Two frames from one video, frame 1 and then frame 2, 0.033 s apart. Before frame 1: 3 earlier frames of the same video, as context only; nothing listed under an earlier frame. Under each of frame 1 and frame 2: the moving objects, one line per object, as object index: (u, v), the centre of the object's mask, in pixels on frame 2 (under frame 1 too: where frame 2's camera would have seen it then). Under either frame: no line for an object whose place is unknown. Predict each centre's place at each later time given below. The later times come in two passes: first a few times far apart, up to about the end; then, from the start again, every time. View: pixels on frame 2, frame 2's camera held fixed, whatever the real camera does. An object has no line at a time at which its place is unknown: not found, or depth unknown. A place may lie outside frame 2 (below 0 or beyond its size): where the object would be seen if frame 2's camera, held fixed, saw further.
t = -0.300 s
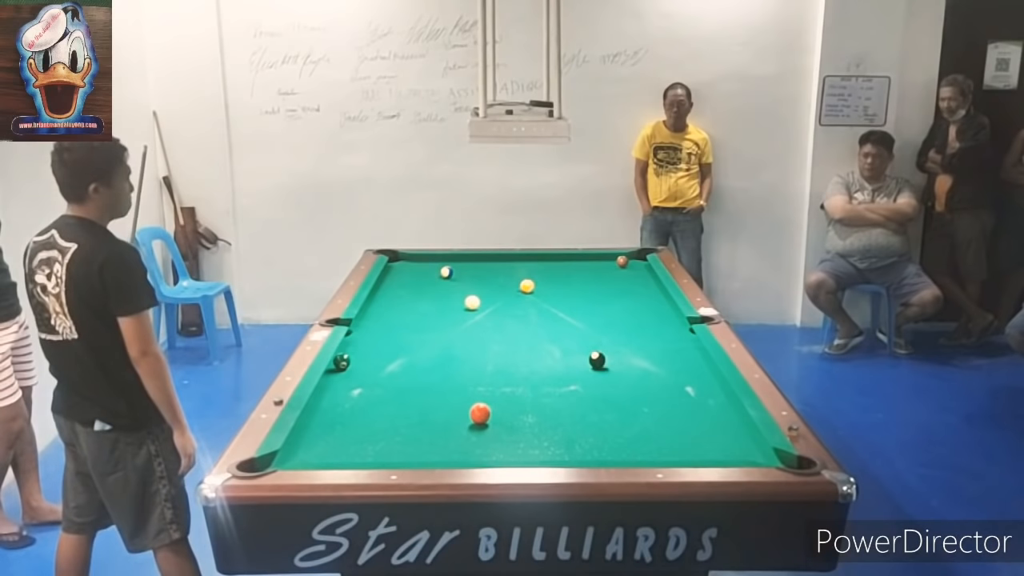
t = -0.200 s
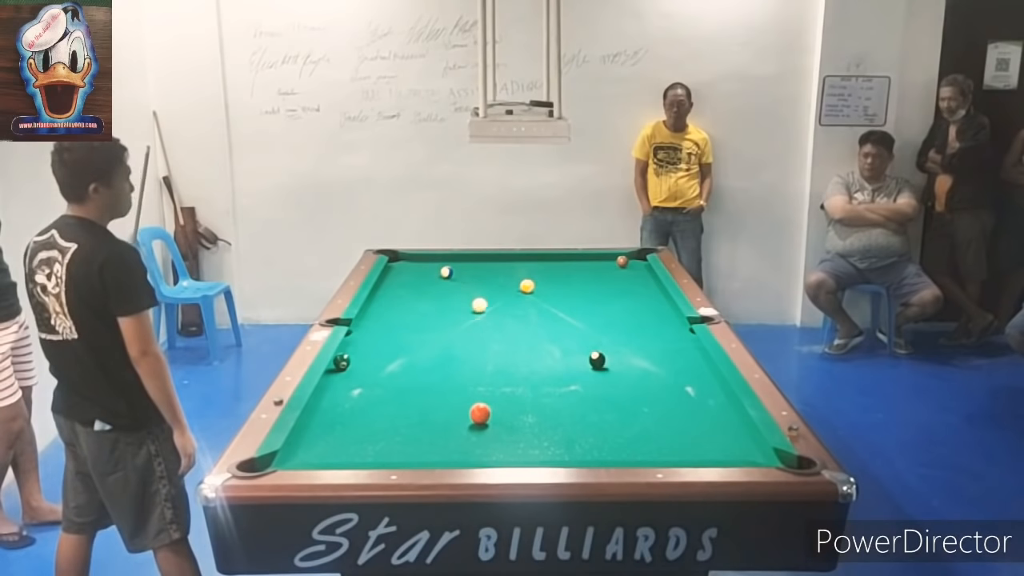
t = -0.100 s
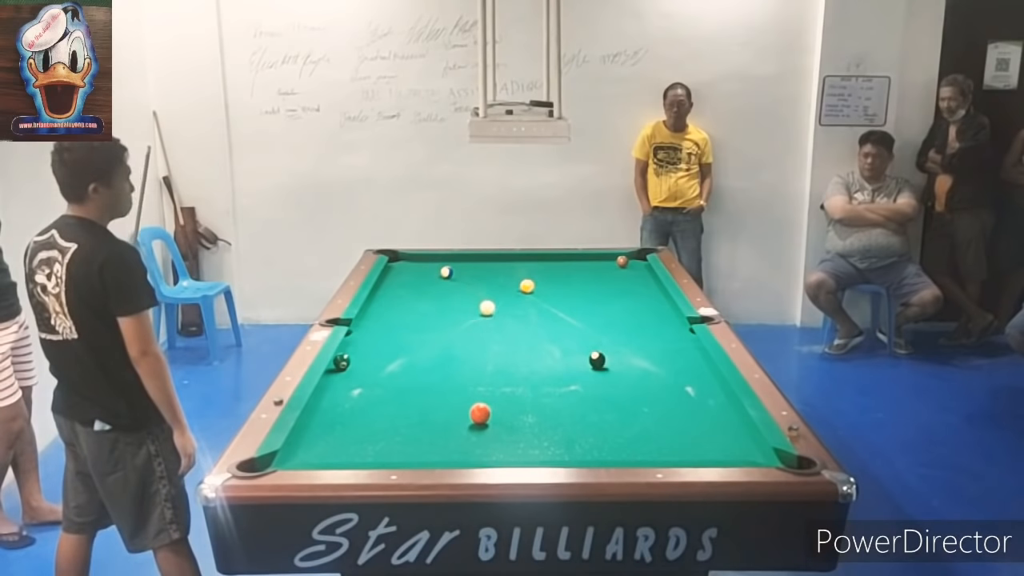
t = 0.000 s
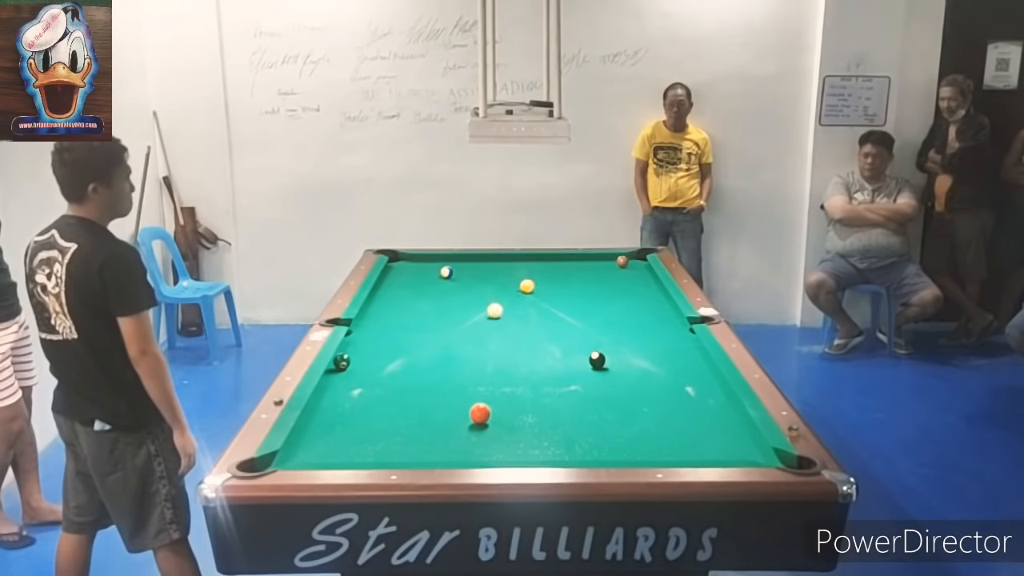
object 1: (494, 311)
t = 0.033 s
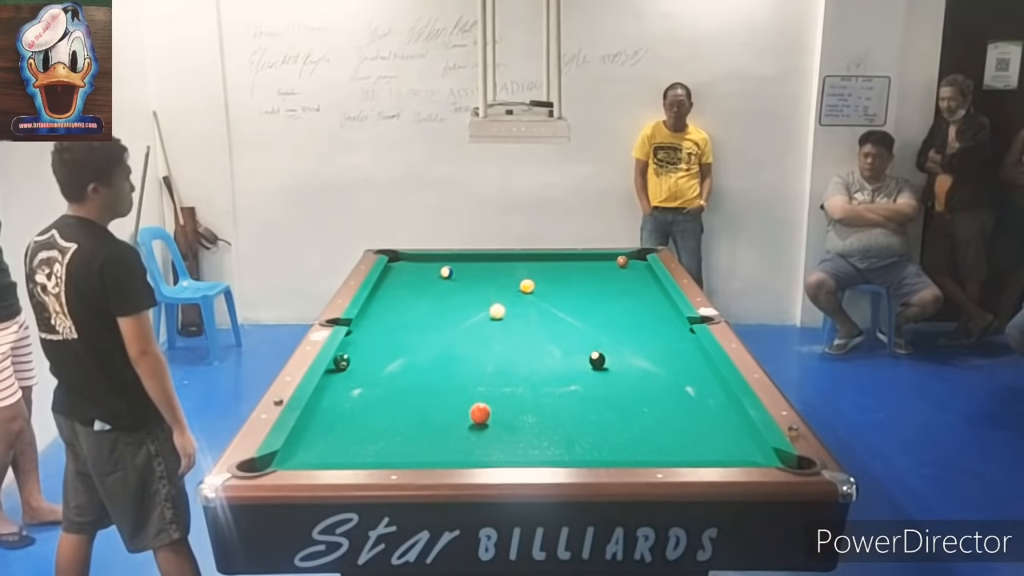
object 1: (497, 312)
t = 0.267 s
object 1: (515, 318)
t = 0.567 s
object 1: (538, 326)
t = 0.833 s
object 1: (559, 334)
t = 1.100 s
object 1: (579, 341)
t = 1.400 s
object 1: (605, 348)
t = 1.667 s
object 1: (625, 357)
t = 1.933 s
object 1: (645, 364)
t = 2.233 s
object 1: (668, 373)
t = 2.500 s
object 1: (687, 380)
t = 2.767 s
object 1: (706, 387)
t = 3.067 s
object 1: (724, 394)
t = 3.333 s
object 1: (720, 398)
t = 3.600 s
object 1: (716, 403)
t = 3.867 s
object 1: (713, 407)
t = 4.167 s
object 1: (710, 410)
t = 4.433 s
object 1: (708, 413)
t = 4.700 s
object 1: (707, 414)
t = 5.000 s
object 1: (705, 416)
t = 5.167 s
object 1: (706, 416)
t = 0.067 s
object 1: (499, 313)
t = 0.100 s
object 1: (502, 313)
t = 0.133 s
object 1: (504, 315)
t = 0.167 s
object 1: (507, 316)
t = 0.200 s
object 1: (510, 316)
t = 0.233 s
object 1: (512, 317)
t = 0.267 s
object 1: (515, 318)
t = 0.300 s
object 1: (517, 319)
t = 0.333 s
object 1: (520, 320)
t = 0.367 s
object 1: (522, 321)
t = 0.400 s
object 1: (525, 322)
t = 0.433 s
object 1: (528, 323)
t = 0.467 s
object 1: (530, 324)
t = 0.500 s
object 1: (533, 325)
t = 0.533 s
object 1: (535, 325)
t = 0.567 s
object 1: (538, 326)
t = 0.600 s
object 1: (540, 327)
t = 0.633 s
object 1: (543, 328)
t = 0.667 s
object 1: (546, 329)
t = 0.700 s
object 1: (548, 330)
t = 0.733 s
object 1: (551, 331)
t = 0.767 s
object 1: (554, 332)
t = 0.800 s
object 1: (556, 333)
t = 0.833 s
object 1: (559, 334)
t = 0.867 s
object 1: (561, 335)
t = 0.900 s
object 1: (564, 336)
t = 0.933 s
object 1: (566, 337)
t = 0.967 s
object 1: (569, 337)
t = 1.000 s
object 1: (572, 338)
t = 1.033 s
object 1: (574, 339)
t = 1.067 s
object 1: (577, 340)
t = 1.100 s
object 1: (579, 341)
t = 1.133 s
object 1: (582, 342)
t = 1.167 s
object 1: (585, 343)
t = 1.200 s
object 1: (587, 343)
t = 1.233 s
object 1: (590, 344)
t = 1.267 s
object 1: (592, 344)
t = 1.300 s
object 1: (595, 345)
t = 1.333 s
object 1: (598, 346)
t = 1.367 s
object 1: (602, 347)
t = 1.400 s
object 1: (605, 348)
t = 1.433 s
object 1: (607, 350)
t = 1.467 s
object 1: (610, 351)
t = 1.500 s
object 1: (612, 352)
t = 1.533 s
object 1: (614, 353)
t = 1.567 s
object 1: (617, 354)
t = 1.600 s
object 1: (620, 355)
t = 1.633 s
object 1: (622, 356)
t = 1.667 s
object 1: (625, 357)
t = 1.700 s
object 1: (627, 358)
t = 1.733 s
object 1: (630, 359)
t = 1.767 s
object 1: (633, 360)
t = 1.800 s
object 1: (635, 361)
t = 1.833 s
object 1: (638, 362)
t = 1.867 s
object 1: (640, 363)
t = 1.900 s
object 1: (643, 364)
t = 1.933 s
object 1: (645, 364)
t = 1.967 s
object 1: (648, 365)
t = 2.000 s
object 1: (650, 366)
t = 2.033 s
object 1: (653, 367)
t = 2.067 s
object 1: (656, 368)
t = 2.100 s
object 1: (658, 369)
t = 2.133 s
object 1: (661, 370)
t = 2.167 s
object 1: (663, 371)
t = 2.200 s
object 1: (665, 372)
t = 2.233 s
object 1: (668, 373)
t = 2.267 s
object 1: (670, 374)
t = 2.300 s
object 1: (673, 374)
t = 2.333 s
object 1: (675, 375)
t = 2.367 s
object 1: (678, 376)
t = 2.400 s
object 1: (680, 377)
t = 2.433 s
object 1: (683, 378)
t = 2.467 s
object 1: (685, 379)
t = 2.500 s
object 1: (687, 380)
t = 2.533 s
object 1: (690, 381)
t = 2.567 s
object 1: (692, 382)
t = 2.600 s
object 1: (695, 383)
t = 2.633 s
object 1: (697, 383)
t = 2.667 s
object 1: (699, 384)
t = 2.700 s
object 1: (702, 385)
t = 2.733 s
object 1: (704, 386)
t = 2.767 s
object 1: (706, 387)
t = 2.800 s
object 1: (709, 388)
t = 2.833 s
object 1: (711, 388)
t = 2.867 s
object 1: (713, 389)
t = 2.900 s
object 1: (716, 390)
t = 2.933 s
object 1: (718, 391)
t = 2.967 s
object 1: (720, 392)
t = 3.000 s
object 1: (723, 393)
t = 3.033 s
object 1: (724, 393)
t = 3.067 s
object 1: (724, 394)
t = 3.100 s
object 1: (724, 394)
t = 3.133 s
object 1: (723, 395)
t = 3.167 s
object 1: (723, 395)
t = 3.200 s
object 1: (722, 396)
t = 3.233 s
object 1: (721, 397)
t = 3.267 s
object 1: (721, 397)
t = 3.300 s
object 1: (720, 398)
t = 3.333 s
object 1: (720, 398)
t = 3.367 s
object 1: (720, 399)
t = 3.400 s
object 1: (719, 399)
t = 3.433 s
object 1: (718, 400)
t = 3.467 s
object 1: (718, 400)
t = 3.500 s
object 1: (717, 401)
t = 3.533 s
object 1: (717, 402)
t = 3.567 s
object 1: (717, 402)
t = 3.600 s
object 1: (716, 403)
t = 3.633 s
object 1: (716, 403)
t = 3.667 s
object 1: (715, 404)
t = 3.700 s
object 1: (715, 404)
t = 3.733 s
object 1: (715, 404)
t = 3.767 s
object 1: (714, 405)
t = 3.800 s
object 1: (714, 406)
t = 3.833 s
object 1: (713, 406)
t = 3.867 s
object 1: (713, 407)
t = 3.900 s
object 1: (713, 407)
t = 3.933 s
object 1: (712, 407)
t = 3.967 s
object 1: (712, 408)
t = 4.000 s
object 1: (711, 408)
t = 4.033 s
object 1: (711, 408)
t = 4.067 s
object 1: (711, 409)
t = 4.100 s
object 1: (710, 409)
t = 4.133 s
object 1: (710, 410)
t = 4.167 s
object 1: (710, 410)
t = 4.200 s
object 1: (709, 410)
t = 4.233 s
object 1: (709, 411)
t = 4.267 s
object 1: (709, 411)
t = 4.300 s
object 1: (709, 411)
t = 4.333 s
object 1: (708, 412)
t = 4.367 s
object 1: (708, 412)
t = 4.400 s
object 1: (708, 412)
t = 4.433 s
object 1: (708, 413)
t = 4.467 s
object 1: (708, 413)
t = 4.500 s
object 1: (708, 413)
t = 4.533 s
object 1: (707, 413)
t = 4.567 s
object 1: (707, 414)
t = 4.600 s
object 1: (707, 414)
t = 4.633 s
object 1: (707, 414)
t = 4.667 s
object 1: (707, 414)
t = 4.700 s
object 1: (707, 414)
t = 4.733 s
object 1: (707, 415)
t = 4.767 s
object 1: (706, 415)
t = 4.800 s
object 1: (706, 415)
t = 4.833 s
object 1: (706, 415)
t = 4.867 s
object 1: (706, 416)
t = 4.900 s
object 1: (706, 416)
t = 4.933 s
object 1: (705, 416)
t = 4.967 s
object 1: (705, 416)
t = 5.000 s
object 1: (705, 416)
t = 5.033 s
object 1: (705, 417)
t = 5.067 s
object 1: (705, 417)
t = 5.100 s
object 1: (707, 416)
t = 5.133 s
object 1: (702, 416)
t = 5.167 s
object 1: (706, 416)
